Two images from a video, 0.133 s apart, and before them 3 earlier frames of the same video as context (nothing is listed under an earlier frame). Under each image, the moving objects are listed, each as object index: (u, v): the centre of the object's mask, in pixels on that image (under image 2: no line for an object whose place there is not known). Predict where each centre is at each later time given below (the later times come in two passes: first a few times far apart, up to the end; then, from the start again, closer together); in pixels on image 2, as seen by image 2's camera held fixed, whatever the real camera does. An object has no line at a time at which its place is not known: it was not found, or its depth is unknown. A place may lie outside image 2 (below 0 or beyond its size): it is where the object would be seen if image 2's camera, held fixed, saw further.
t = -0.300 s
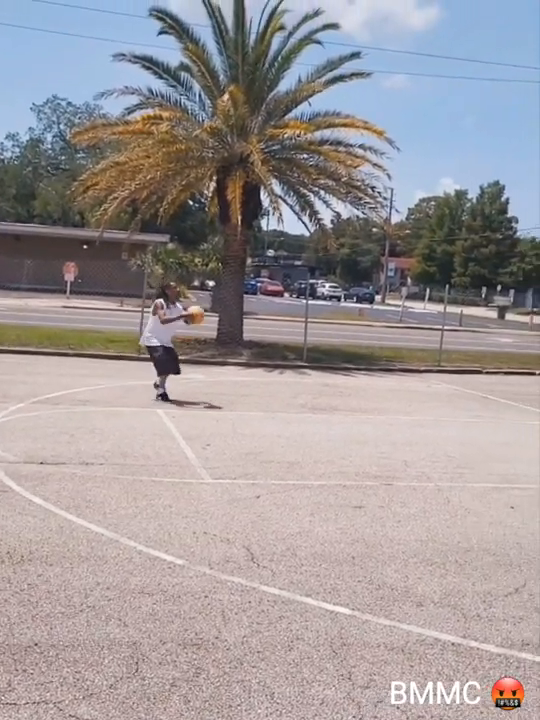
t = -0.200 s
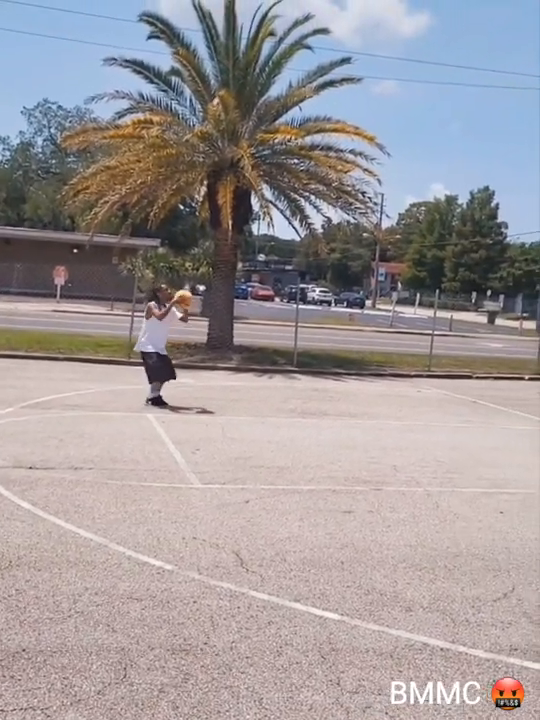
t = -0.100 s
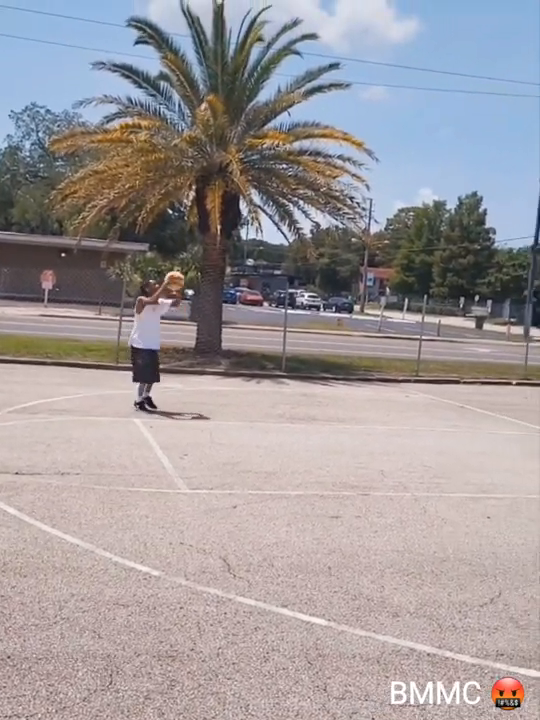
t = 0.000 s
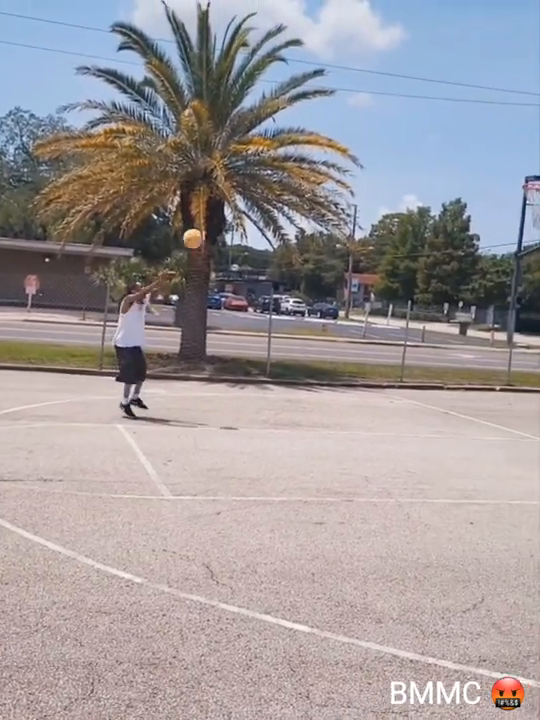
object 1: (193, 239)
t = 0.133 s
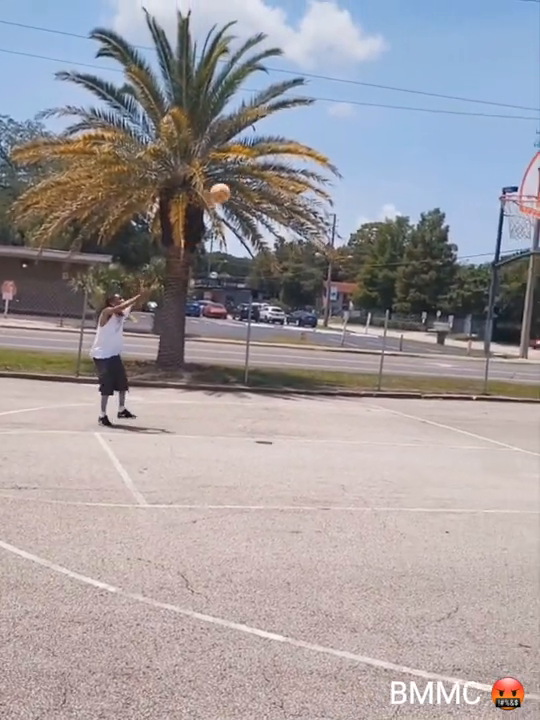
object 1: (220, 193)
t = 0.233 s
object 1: (255, 162)
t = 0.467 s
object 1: (340, 122)
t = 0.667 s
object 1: (410, 123)
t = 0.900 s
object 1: (491, 167)
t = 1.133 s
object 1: (520, 215)
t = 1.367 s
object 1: (504, 217)
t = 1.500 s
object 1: (509, 233)
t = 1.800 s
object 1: (522, 315)
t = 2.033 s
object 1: (531, 423)
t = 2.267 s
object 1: (544, 392)
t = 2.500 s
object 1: (562, 334)
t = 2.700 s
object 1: (574, 321)
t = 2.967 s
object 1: (583, 351)
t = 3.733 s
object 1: (592, 363)
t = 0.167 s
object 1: (232, 182)
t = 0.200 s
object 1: (244, 172)
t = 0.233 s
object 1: (255, 162)
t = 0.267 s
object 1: (267, 153)
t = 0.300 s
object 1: (280, 145)
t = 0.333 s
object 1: (292, 139)
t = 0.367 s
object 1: (304, 134)
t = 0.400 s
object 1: (316, 129)
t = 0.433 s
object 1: (328, 125)
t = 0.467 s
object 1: (340, 122)
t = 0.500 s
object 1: (352, 120)
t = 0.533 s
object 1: (363, 119)
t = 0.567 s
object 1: (375, 119)
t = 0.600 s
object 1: (387, 119)
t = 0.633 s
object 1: (398, 120)
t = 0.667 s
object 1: (410, 123)
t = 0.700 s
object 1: (421, 126)
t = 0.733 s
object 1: (433, 131)
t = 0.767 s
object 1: (444, 136)
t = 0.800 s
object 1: (456, 142)
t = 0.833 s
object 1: (468, 149)
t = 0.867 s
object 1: (479, 158)
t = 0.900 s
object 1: (491, 167)
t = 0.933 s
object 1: (502, 177)
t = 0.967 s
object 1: (512, 187)
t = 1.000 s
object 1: (524, 199)
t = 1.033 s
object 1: (530, 205)
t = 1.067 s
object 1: (528, 208)
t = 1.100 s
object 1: (525, 213)
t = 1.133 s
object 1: (520, 215)
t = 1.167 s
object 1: (514, 212)
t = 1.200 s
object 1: (510, 210)
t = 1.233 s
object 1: (506, 208)
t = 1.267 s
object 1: (505, 209)
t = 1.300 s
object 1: (505, 211)
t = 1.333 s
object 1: (505, 213)
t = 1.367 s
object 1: (504, 217)
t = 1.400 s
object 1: (504, 222)
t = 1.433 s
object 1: (506, 224)
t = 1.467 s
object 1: (508, 228)
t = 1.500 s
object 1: (509, 233)
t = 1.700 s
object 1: (518, 279)
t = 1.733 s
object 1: (519, 290)
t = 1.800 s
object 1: (522, 315)
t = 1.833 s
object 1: (524, 328)
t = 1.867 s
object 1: (525, 340)
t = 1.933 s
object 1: (527, 371)
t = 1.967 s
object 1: (529, 387)
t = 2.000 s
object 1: (530, 405)
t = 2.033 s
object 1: (531, 423)
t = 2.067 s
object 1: (531, 441)
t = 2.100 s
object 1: (532, 461)
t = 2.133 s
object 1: (535, 446)
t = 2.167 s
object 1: (538, 431)
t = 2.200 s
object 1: (541, 418)
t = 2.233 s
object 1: (543, 404)
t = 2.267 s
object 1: (544, 392)
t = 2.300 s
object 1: (548, 381)
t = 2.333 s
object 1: (551, 370)
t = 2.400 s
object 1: (556, 353)
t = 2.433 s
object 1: (558, 345)
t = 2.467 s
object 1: (562, 340)
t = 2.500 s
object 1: (562, 334)
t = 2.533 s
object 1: (564, 329)
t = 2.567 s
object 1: (567, 326)
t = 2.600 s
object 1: (570, 325)
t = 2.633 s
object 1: (572, 323)
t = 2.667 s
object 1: (573, 321)
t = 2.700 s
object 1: (574, 321)
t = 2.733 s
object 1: (575, 322)
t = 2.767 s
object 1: (577, 323)
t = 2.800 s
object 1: (578, 325)
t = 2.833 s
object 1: (578, 327)
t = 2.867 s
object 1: (580, 332)
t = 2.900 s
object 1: (581, 339)
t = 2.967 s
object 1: (583, 351)
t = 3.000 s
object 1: (580, 357)
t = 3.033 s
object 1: (581, 365)
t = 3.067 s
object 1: (583, 375)
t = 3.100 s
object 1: (583, 384)
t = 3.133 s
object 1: (583, 394)
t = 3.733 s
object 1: (592, 363)
